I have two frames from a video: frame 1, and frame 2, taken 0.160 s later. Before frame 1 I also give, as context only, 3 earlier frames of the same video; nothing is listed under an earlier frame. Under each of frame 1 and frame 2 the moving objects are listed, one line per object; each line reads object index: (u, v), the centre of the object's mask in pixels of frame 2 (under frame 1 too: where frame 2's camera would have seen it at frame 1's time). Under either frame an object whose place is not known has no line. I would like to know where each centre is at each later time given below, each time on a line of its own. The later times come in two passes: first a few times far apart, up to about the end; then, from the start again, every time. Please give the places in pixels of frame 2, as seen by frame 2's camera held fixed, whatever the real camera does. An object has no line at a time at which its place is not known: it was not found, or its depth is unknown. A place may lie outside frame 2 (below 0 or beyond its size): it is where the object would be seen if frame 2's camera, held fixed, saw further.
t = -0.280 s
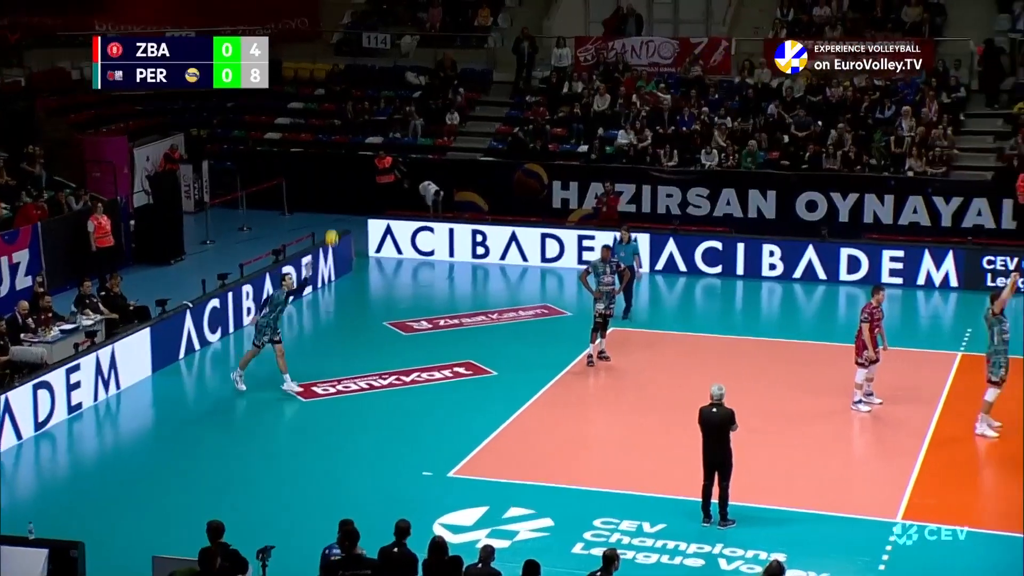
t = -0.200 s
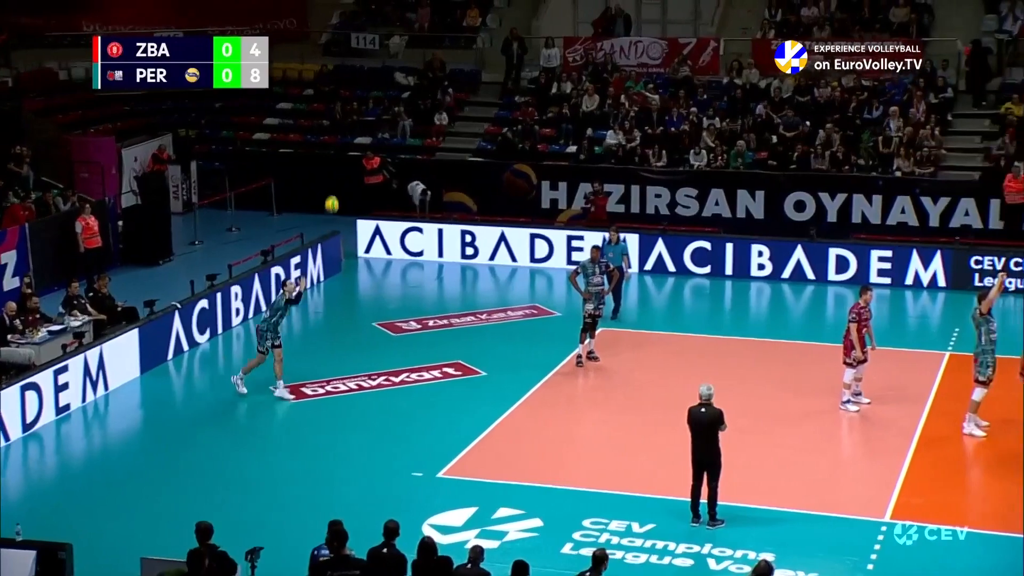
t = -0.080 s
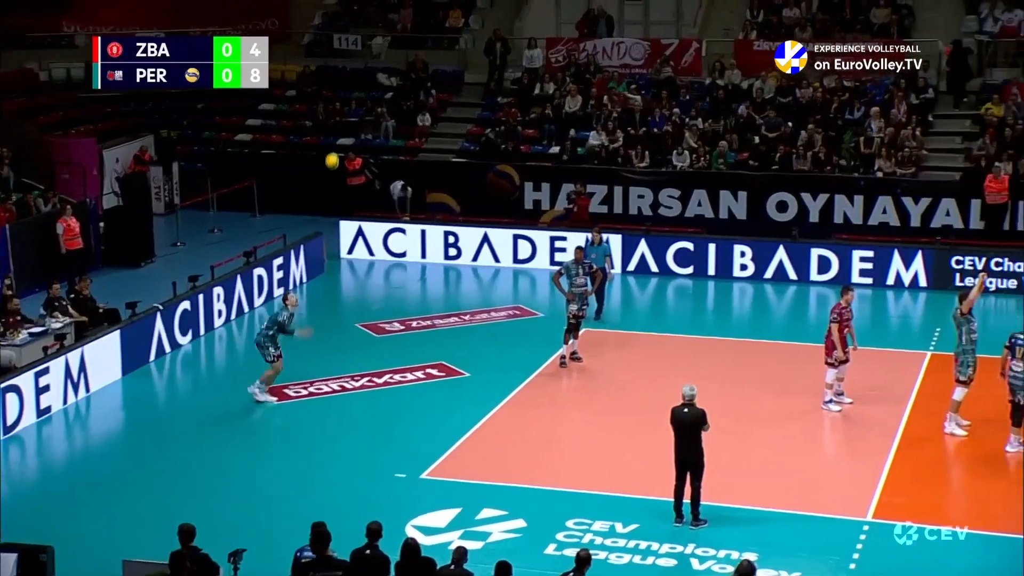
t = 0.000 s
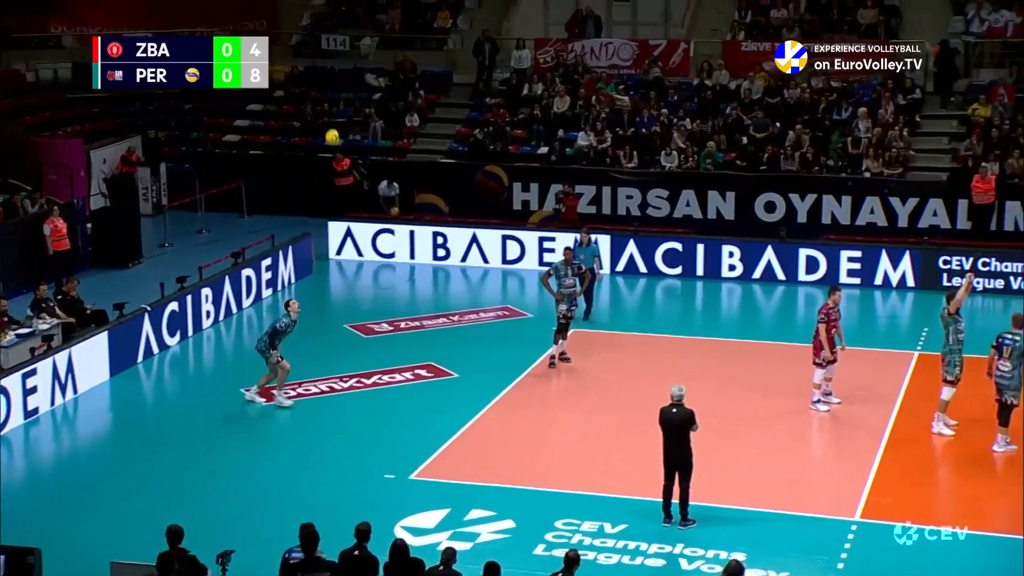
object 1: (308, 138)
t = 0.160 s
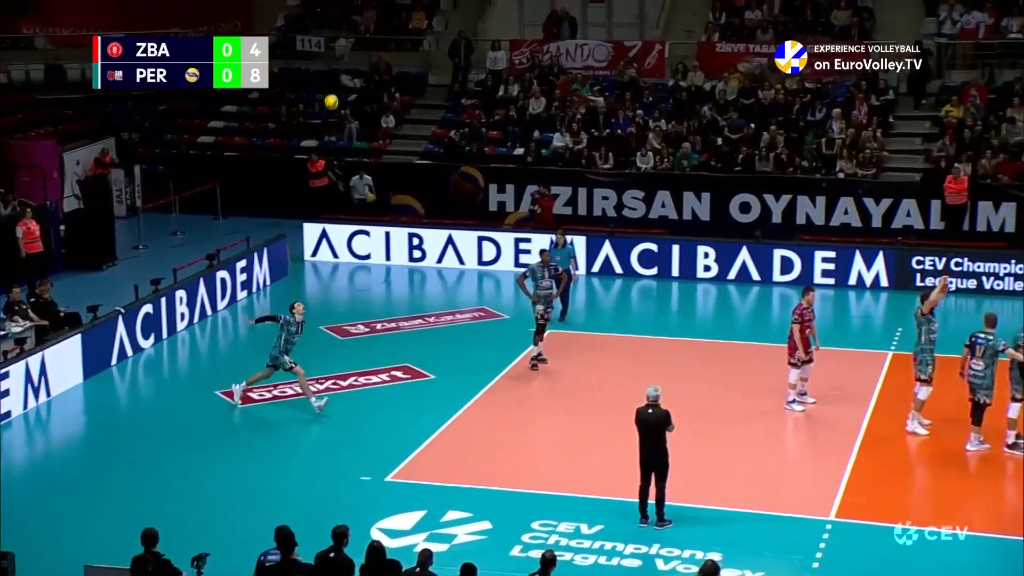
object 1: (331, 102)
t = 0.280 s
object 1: (349, 85)
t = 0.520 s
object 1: (386, 81)
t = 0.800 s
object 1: (429, 124)
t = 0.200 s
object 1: (337, 95)
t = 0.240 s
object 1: (343, 90)
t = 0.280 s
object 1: (349, 85)
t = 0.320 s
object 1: (355, 82)
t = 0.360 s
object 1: (361, 80)
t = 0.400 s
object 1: (367, 78)
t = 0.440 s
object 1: (373, 78)
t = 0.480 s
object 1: (379, 79)
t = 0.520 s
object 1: (386, 81)
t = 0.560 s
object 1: (392, 84)
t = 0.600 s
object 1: (398, 88)
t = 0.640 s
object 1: (404, 93)
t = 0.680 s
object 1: (410, 99)
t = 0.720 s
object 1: (417, 106)
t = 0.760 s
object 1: (423, 115)
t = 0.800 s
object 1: (429, 124)
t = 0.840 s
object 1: (435, 135)
